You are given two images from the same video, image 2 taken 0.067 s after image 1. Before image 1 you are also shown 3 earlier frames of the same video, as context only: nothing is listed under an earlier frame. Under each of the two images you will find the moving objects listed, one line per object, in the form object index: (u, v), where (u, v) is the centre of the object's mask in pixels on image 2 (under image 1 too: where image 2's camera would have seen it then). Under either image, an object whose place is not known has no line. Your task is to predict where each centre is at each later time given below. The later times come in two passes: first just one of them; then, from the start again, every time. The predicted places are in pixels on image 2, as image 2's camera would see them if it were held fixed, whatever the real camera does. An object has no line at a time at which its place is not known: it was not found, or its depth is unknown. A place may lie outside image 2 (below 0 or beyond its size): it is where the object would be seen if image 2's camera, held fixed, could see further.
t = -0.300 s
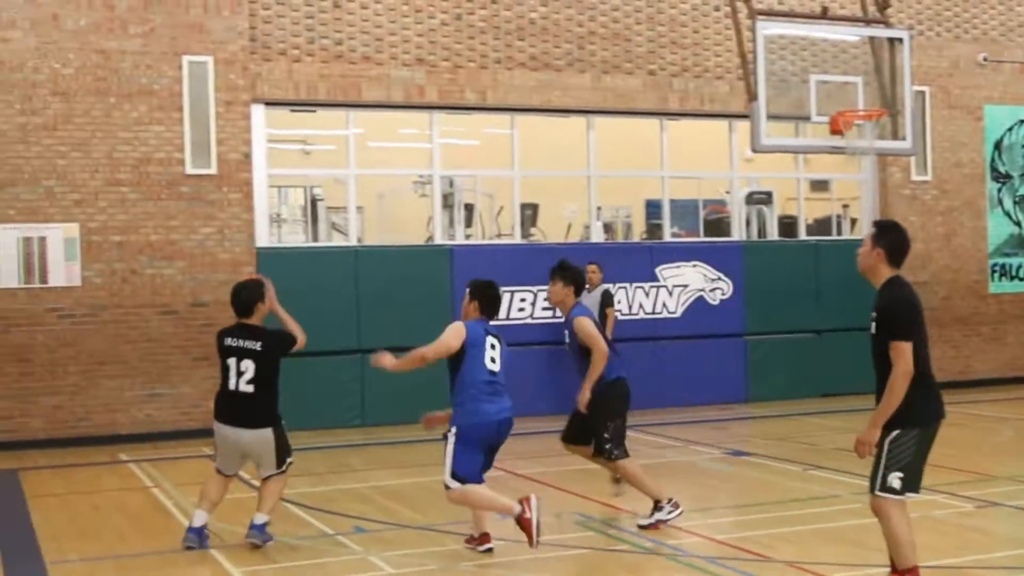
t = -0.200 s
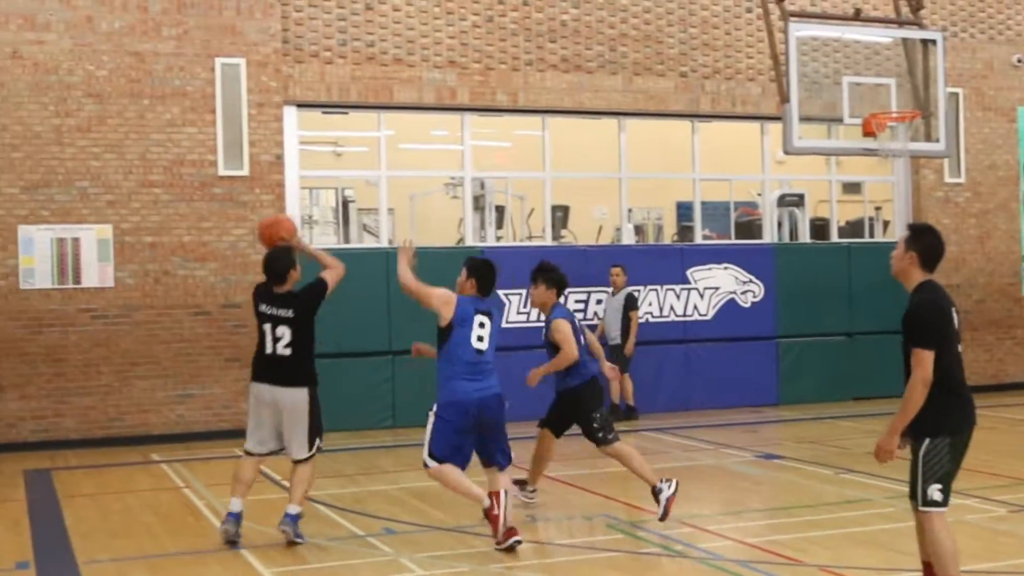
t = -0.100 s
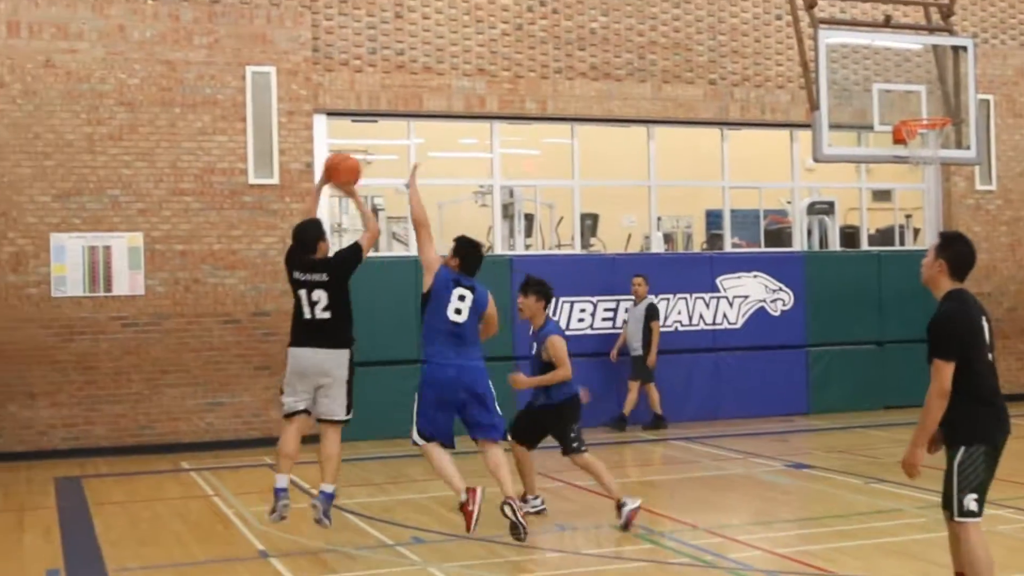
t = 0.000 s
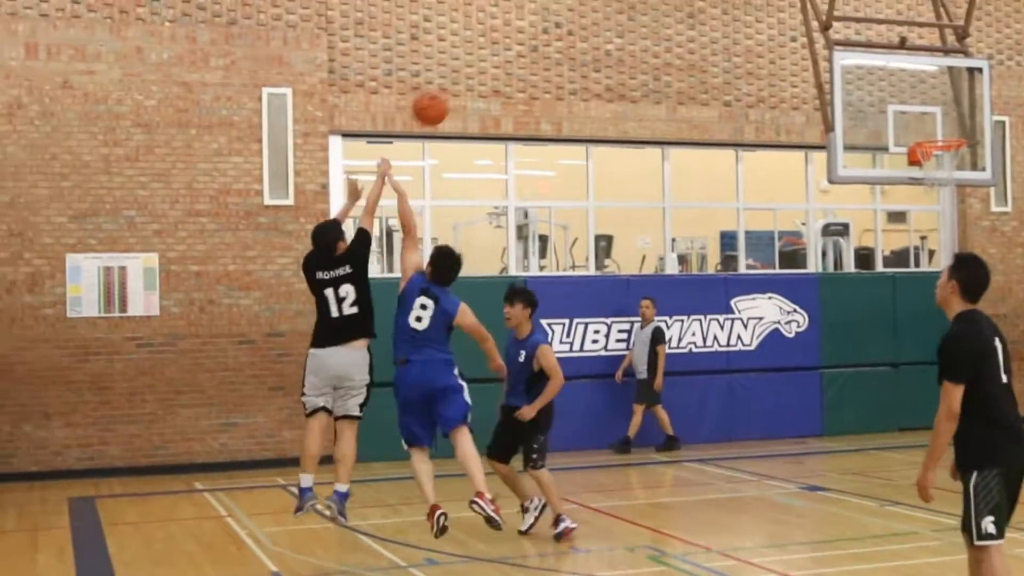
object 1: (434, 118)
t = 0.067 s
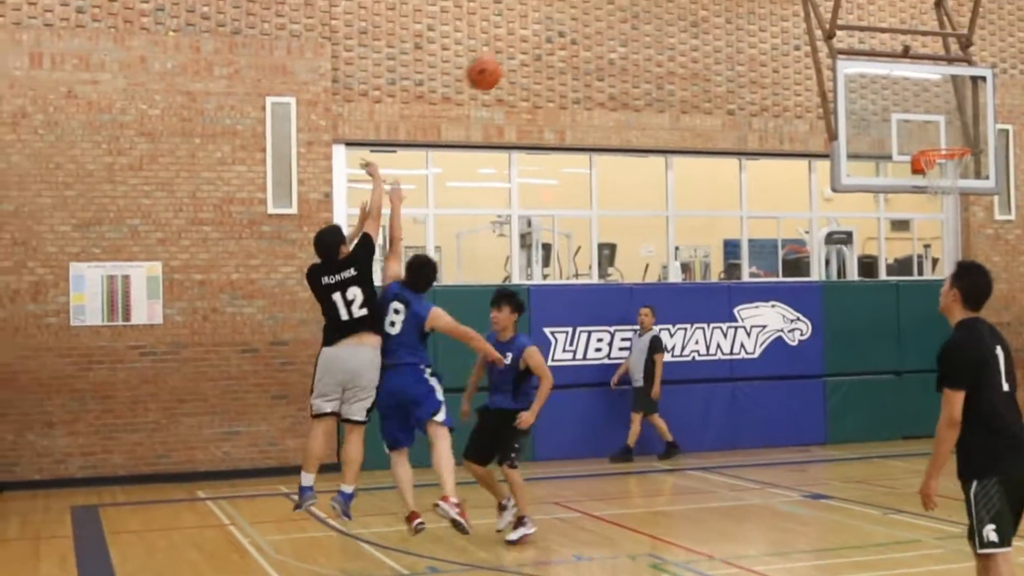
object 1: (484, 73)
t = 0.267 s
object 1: (617, -5)
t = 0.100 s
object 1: (508, 55)
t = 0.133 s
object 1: (531, 38)
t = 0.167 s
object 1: (553, 24)
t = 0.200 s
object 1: (575, 13)
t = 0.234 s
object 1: (595, 2)
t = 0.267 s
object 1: (617, -5)
